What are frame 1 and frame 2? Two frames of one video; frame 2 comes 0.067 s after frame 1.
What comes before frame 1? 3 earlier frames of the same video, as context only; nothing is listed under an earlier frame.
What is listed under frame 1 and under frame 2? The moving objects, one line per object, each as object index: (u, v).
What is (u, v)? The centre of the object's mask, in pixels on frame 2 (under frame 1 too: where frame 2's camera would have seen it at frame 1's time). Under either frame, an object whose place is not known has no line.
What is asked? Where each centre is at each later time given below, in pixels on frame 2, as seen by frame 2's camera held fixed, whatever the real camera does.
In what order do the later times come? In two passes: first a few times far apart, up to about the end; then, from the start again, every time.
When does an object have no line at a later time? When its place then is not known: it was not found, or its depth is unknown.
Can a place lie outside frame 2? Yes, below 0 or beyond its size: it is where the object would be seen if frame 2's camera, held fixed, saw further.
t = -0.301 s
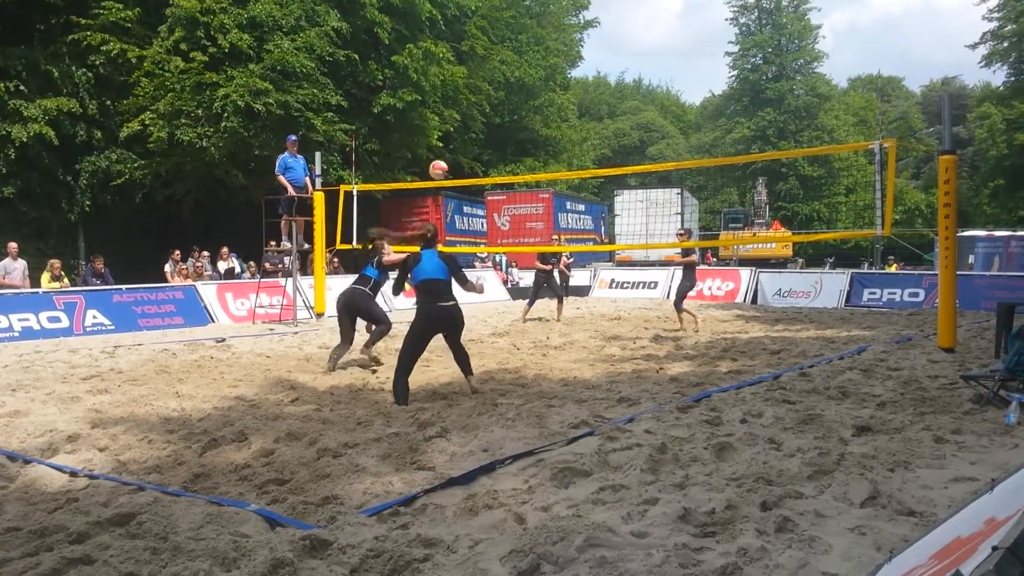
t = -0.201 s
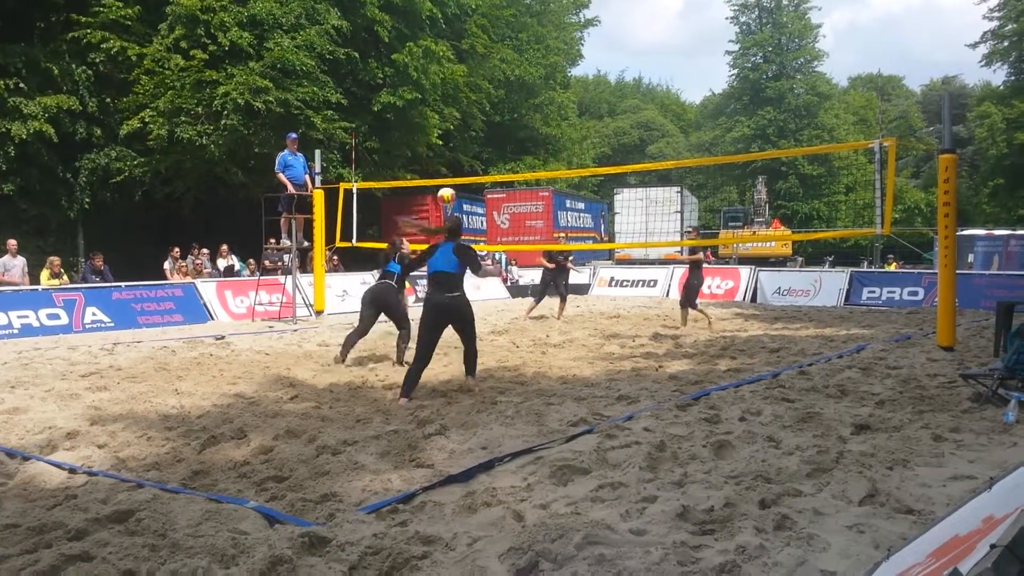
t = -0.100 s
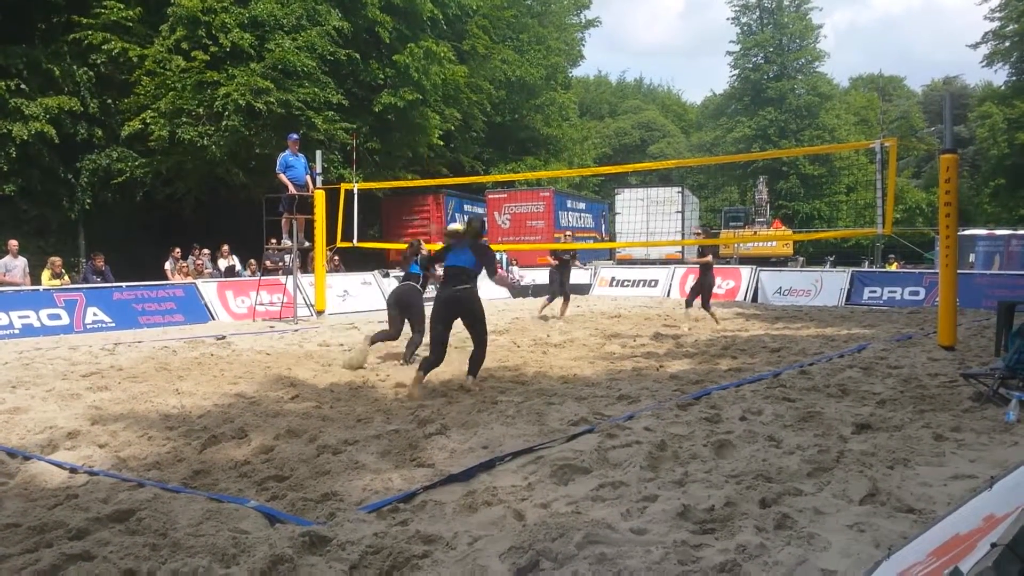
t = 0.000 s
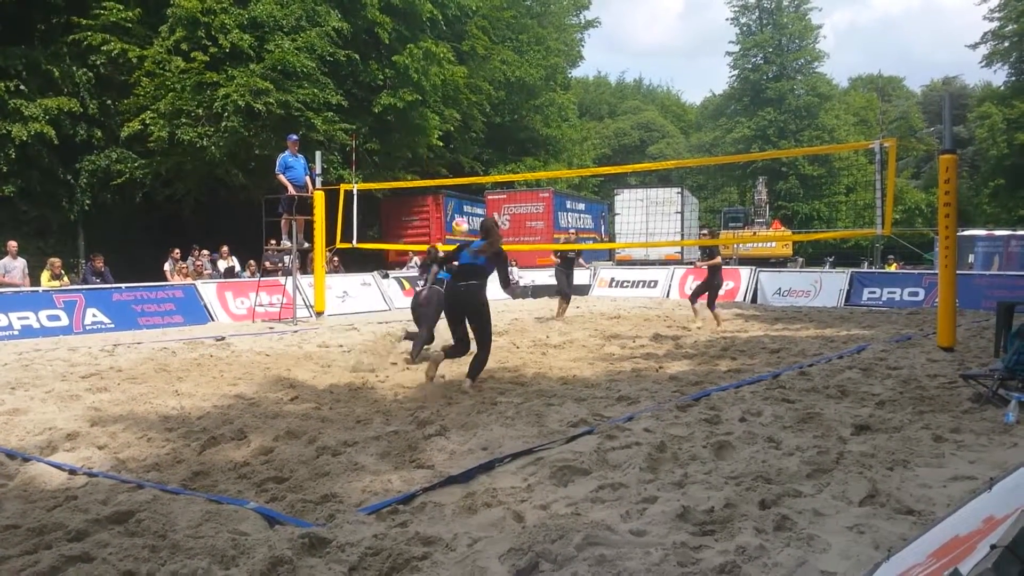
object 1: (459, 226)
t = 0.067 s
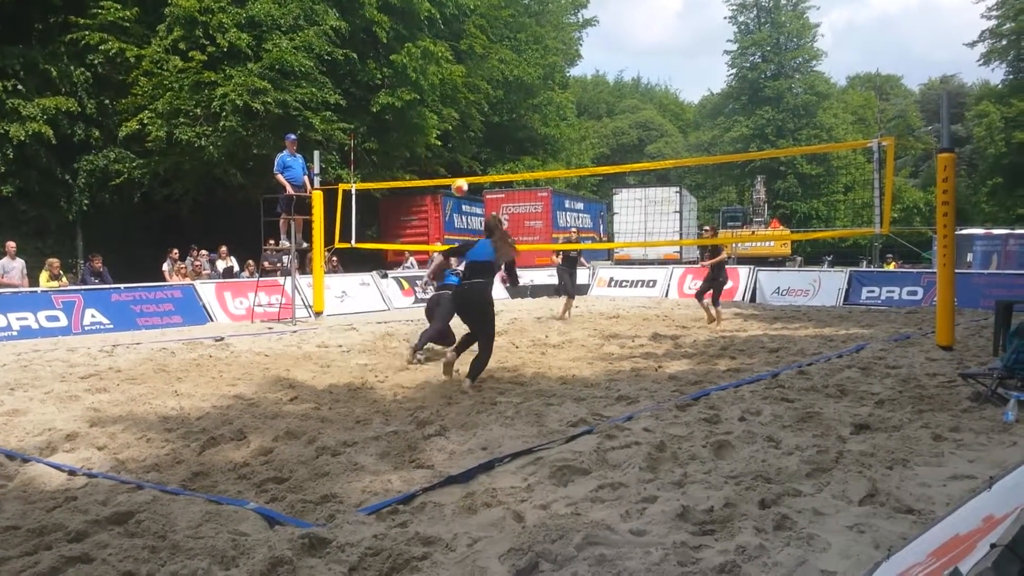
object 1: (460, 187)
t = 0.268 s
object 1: (462, 102)
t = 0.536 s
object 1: (466, 52)
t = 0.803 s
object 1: (469, 53)
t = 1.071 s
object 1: (473, 92)
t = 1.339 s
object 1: (478, 159)
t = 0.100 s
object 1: (460, 169)
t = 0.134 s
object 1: (460, 153)
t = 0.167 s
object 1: (461, 139)
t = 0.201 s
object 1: (462, 125)
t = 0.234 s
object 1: (462, 113)
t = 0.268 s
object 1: (462, 102)
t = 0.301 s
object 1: (463, 93)
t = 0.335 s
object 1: (463, 84)
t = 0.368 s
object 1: (463, 75)
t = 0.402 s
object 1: (464, 69)
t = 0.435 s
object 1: (465, 63)
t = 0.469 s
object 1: (464, 58)
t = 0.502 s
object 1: (465, 54)
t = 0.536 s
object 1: (466, 52)
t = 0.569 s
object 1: (466, 49)
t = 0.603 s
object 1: (467, 48)
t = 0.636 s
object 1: (467, 47)
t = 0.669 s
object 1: (468, 47)
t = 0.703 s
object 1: (468, 47)
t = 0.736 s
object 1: (468, 48)
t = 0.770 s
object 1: (469, 50)
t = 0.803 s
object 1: (469, 53)
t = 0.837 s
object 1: (469, 56)
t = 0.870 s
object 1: (470, 59)
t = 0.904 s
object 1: (470, 64)
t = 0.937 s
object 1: (471, 68)
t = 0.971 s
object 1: (472, 74)
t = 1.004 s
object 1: (472, 79)
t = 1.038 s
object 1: (472, 85)
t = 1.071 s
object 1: (473, 92)
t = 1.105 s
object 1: (474, 99)
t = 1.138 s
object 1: (474, 107)
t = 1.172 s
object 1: (474, 114)
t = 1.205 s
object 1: (475, 123)
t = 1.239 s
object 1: (476, 131)
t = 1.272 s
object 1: (476, 141)
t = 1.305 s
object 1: (477, 150)
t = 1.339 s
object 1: (478, 159)
